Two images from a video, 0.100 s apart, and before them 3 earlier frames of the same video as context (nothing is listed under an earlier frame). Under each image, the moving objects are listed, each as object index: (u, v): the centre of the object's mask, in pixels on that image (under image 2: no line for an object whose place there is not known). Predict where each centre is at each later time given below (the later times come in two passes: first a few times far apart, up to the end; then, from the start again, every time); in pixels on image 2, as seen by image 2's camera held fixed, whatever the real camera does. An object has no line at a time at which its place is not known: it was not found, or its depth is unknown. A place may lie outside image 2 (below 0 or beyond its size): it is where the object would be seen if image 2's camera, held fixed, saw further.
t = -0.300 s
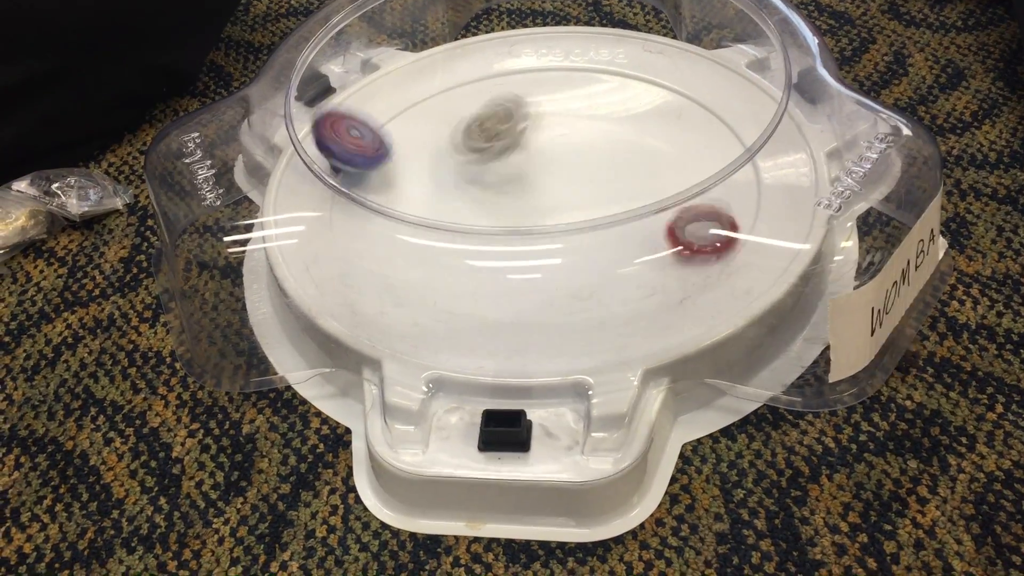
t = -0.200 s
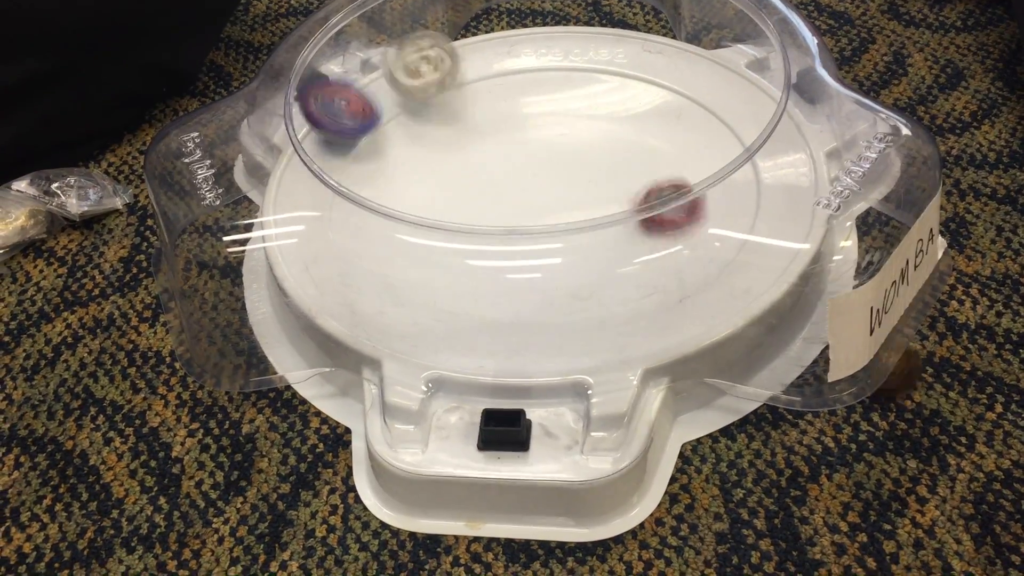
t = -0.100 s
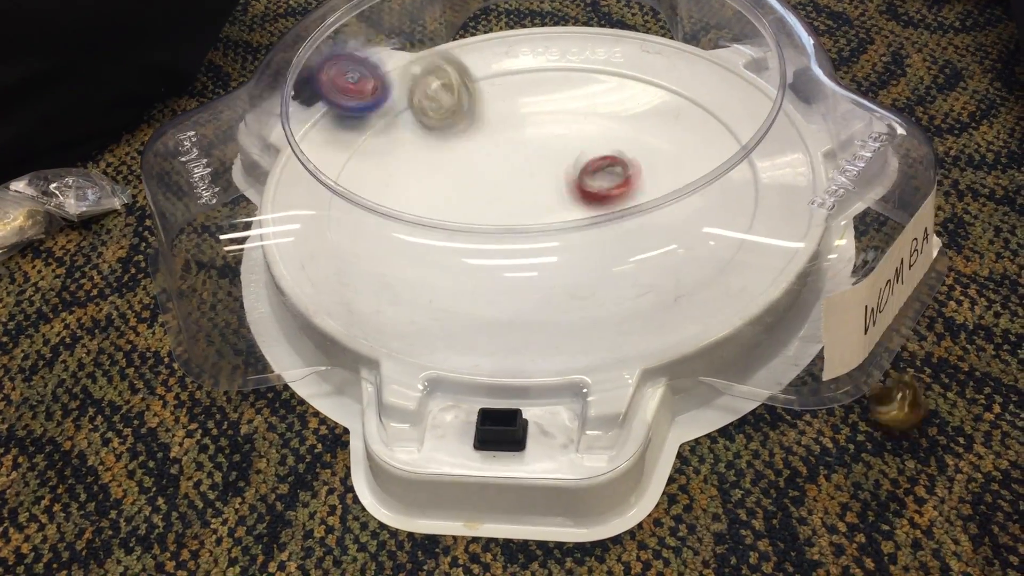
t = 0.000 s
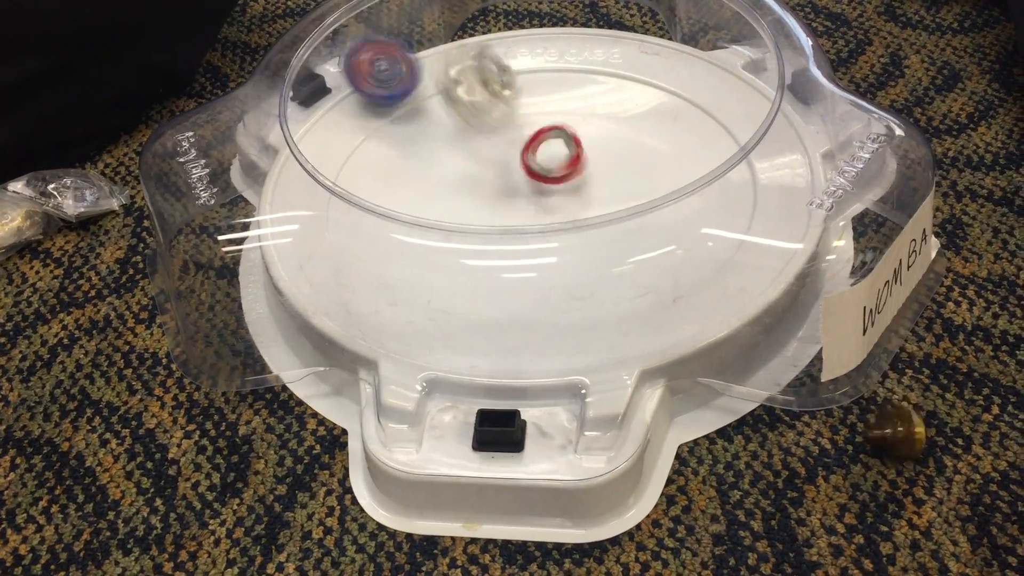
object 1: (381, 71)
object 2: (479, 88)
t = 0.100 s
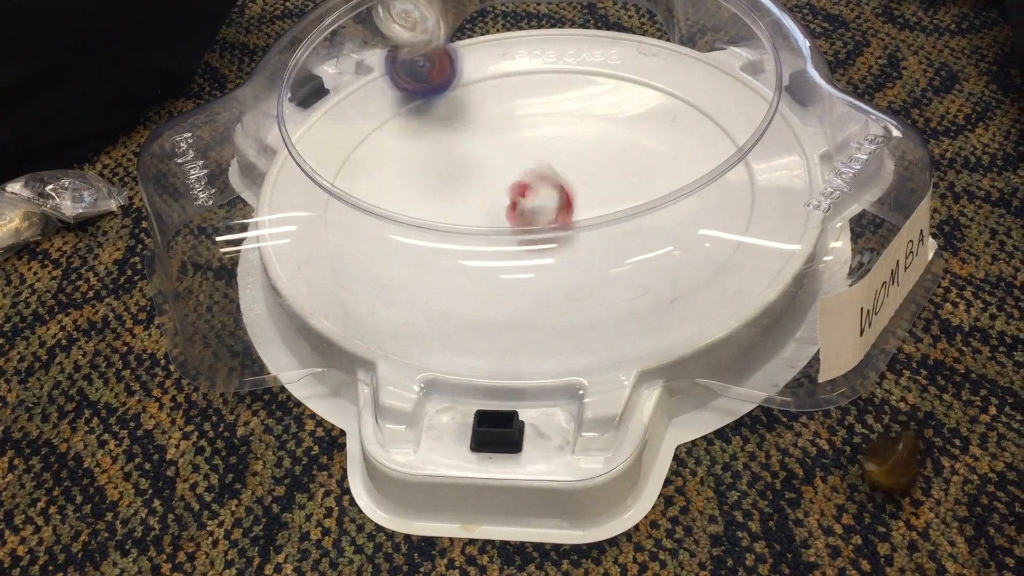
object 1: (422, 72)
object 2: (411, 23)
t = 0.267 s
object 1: (493, 98)
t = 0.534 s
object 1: (606, 173)
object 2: (365, 237)
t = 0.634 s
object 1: (653, 177)
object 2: (405, 227)
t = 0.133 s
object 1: (451, 75)
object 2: (409, 41)
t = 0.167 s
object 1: (459, 71)
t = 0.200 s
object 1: (463, 81)
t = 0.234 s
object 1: (477, 89)
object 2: (387, 147)
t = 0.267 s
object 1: (493, 98)
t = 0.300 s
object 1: (509, 108)
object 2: (398, 181)
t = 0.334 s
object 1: (524, 117)
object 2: (415, 207)
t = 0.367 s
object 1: (538, 127)
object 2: (422, 235)
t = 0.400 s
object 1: (553, 137)
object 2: (389, 246)
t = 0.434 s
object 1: (567, 147)
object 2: (369, 242)
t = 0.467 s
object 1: (582, 156)
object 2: (362, 237)
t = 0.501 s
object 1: (593, 165)
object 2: (361, 237)
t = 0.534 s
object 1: (606, 173)
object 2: (365, 237)
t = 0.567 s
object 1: (627, 174)
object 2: (374, 238)
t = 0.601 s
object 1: (643, 175)
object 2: (389, 230)
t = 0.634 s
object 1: (653, 177)
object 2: (405, 227)
